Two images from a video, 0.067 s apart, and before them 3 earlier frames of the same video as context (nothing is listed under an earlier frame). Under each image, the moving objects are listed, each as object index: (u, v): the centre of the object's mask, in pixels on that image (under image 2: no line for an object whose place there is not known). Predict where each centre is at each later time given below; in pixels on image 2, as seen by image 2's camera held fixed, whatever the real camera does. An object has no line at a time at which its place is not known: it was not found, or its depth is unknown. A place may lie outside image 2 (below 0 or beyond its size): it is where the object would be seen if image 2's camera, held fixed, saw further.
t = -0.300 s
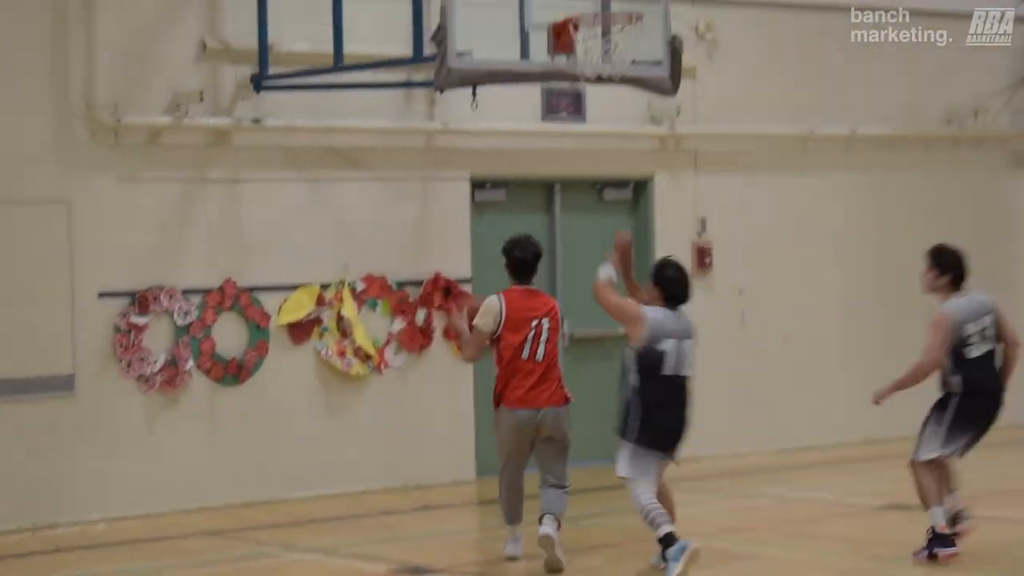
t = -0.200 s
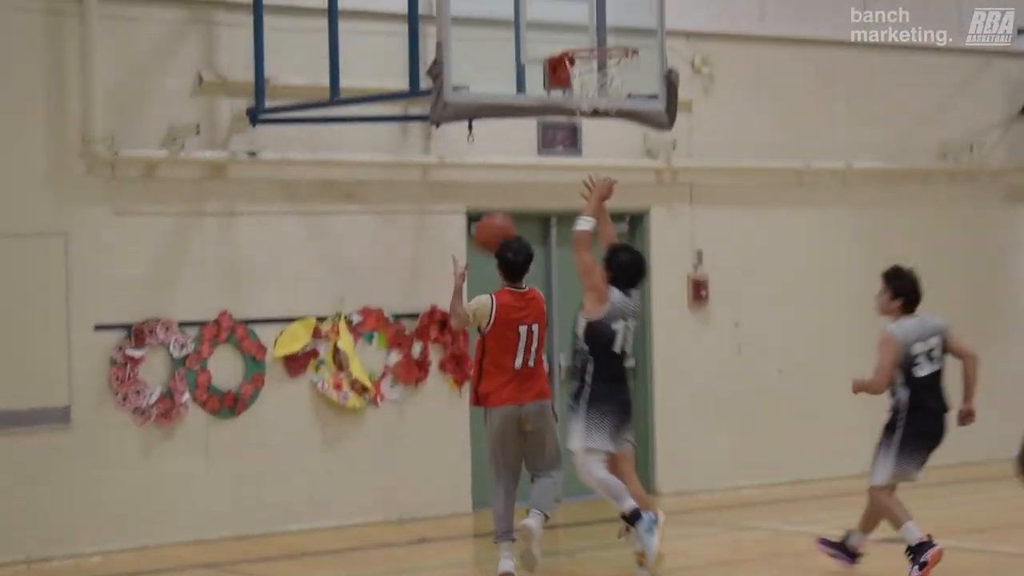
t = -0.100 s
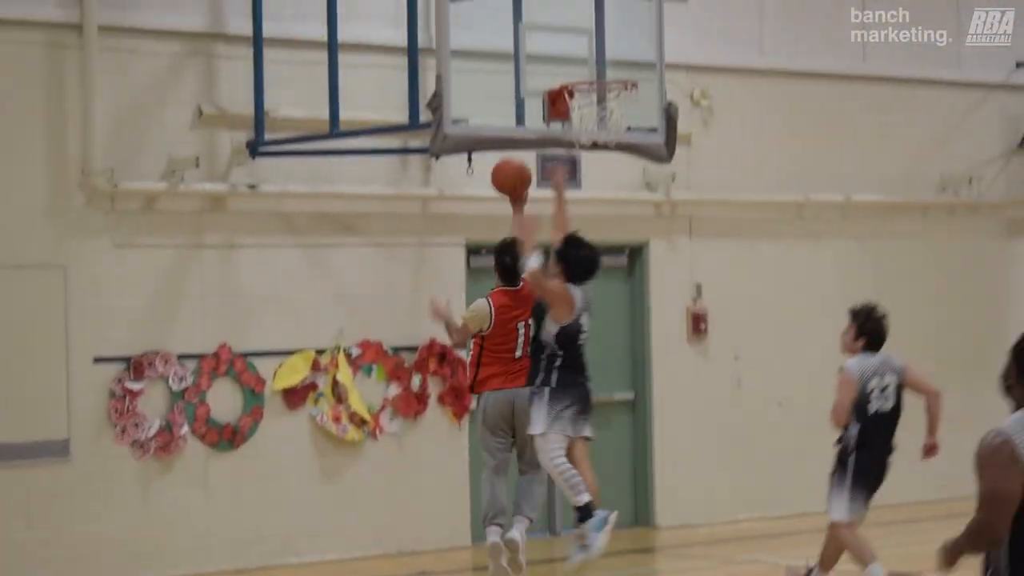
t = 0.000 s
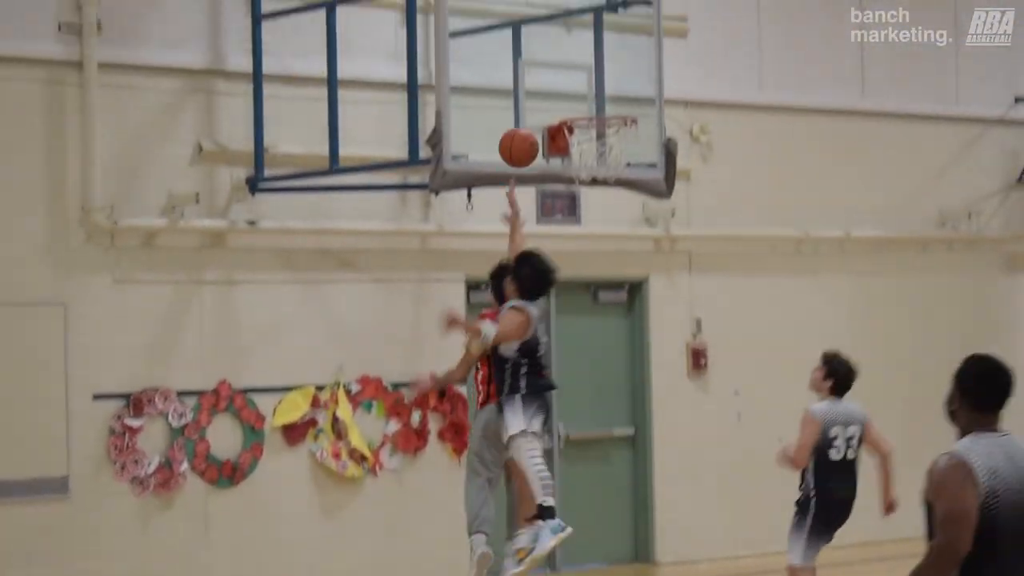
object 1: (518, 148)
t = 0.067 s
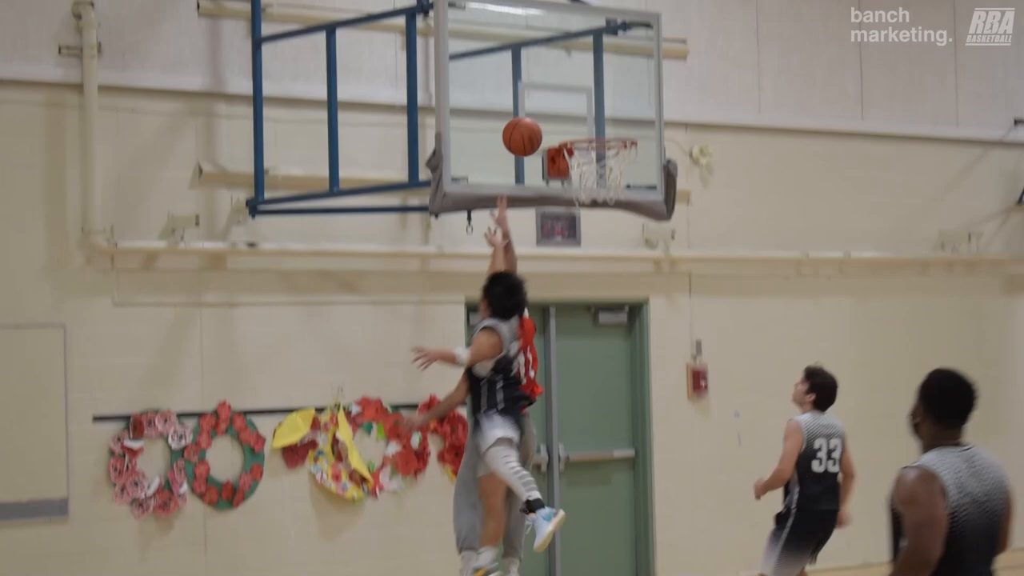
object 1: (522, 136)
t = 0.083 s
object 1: (523, 129)
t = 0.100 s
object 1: (524, 122)
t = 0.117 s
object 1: (525, 116)
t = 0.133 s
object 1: (526, 110)
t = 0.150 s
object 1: (527, 105)
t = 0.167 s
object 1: (528, 100)
